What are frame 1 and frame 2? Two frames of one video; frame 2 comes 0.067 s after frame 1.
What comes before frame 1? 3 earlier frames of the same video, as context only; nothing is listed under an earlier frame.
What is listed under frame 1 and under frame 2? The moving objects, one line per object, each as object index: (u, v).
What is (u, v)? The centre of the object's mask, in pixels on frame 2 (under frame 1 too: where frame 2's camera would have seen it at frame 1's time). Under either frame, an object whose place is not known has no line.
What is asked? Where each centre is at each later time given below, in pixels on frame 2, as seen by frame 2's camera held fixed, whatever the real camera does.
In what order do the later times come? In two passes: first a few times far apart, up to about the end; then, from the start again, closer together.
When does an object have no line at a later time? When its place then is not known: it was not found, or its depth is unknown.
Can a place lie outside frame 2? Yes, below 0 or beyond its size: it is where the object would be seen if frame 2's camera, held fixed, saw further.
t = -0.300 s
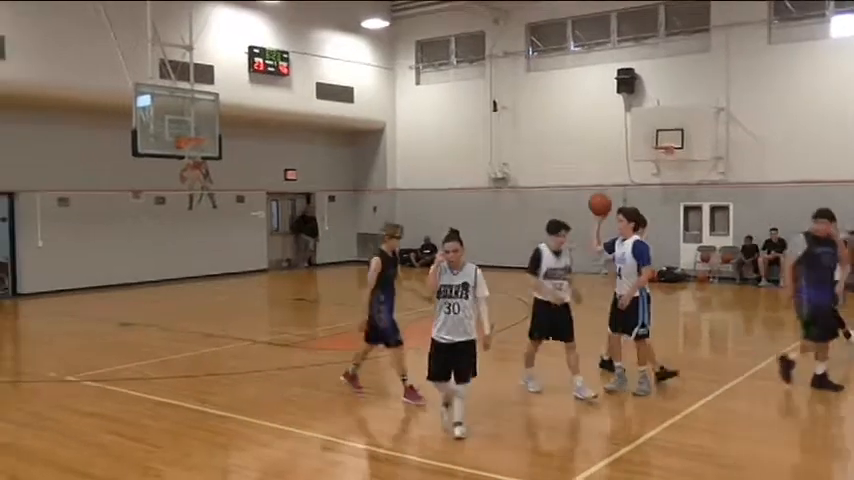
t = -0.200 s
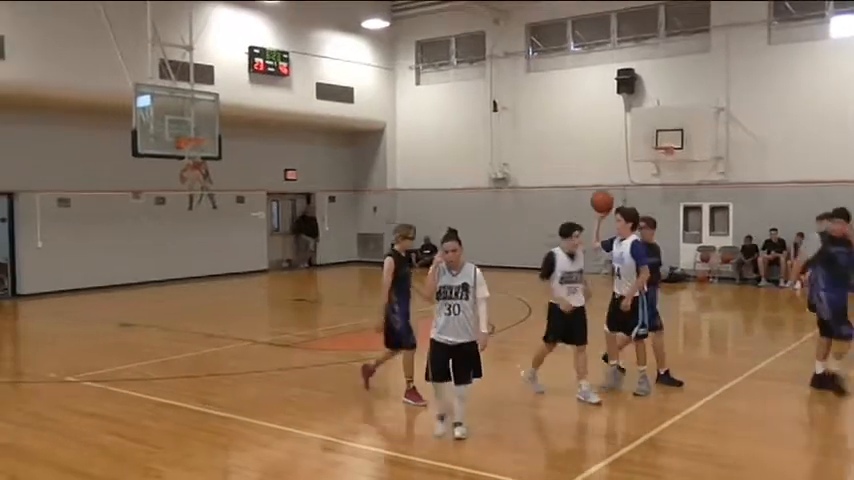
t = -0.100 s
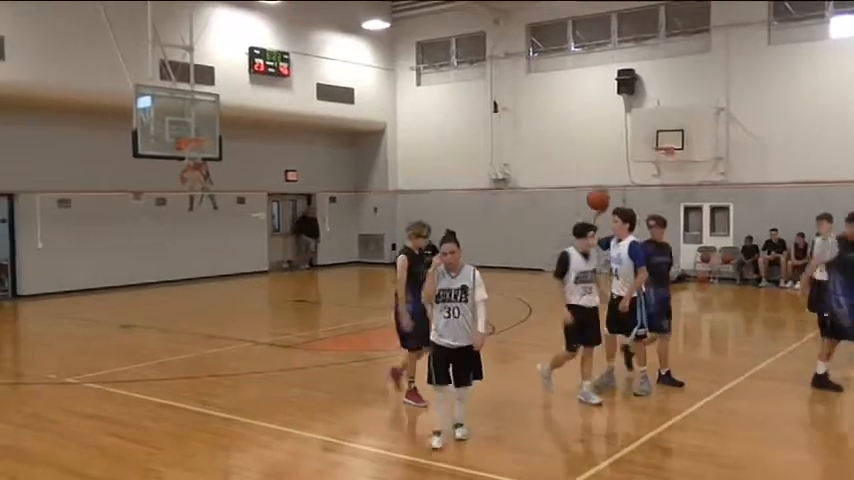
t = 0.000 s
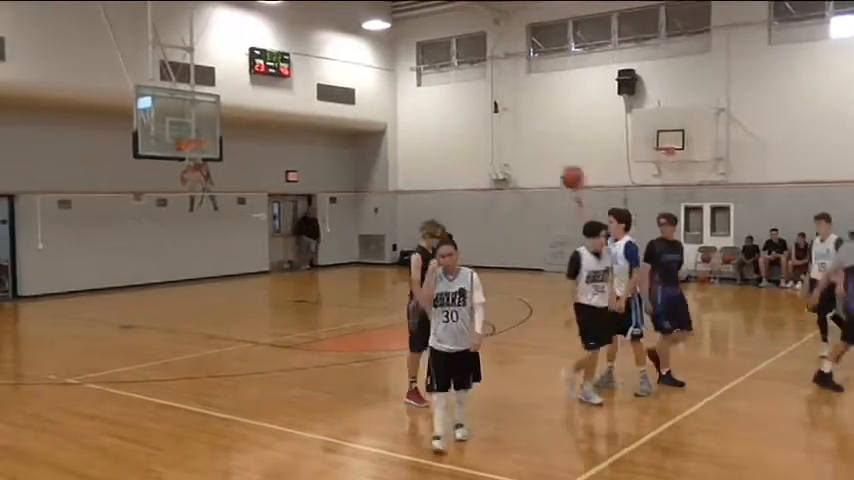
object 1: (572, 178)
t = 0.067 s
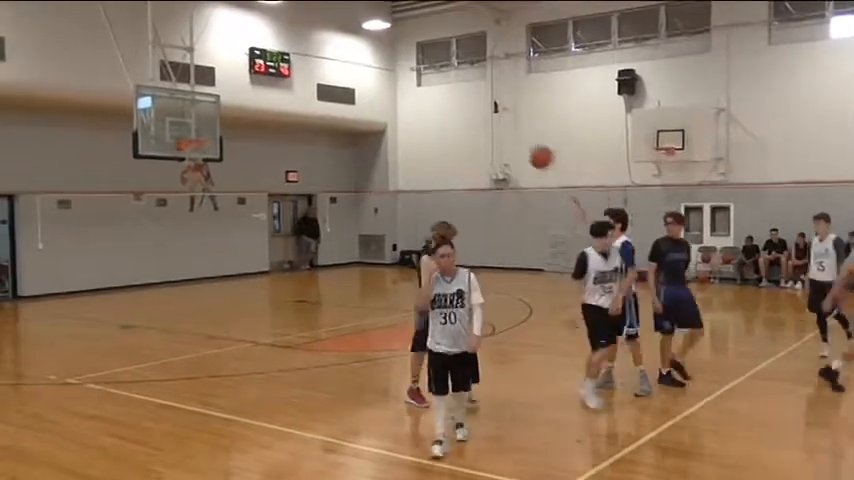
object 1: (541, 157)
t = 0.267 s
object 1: (446, 124)
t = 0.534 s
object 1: (319, 143)
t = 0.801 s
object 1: (190, 237)
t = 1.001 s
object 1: (94, 356)
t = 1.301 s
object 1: (1, 296)
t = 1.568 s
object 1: (-73, 247)
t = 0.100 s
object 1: (525, 149)
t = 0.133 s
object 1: (509, 142)
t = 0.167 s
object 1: (494, 136)
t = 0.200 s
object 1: (479, 130)
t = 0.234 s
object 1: (462, 126)
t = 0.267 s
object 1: (446, 124)
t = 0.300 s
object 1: (430, 122)
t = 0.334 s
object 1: (414, 121)
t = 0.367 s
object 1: (398, 122)
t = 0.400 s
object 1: (382, 124)
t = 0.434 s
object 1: (366, 127)
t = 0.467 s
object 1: (357, 127)
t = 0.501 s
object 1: (335, 136)
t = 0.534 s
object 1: (319, 143)
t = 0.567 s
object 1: (302, 151)
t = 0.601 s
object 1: (286, 161)
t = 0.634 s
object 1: (270, 170)
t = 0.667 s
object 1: (252, 181)
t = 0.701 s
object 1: (239, 193)
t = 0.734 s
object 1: (220, 206)
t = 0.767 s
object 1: (207, 220)
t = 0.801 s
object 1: (190, 237)
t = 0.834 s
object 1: (174, 254)
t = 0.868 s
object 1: (158, 272)
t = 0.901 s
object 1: (145, 290)
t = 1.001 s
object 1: (94, 356)
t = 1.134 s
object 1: (46, 365)
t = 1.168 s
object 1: (37, 349)
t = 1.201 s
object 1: (28, 336)
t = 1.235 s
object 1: (19, 322)
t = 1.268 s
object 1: (9, 307)
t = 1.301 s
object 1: (1, 296)
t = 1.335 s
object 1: (-10, 286)
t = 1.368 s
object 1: (-18, 277)
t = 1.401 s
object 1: (-26, 271)
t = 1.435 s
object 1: (-38, 264)
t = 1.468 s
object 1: (-46, 257)
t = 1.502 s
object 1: (-56, 252)
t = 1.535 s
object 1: (-64, 249)
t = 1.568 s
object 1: (-73, 247)
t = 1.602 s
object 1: (-79, 247)
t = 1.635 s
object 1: (-90, 246)
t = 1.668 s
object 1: (-99, 248)
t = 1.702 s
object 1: (-108, 251)
